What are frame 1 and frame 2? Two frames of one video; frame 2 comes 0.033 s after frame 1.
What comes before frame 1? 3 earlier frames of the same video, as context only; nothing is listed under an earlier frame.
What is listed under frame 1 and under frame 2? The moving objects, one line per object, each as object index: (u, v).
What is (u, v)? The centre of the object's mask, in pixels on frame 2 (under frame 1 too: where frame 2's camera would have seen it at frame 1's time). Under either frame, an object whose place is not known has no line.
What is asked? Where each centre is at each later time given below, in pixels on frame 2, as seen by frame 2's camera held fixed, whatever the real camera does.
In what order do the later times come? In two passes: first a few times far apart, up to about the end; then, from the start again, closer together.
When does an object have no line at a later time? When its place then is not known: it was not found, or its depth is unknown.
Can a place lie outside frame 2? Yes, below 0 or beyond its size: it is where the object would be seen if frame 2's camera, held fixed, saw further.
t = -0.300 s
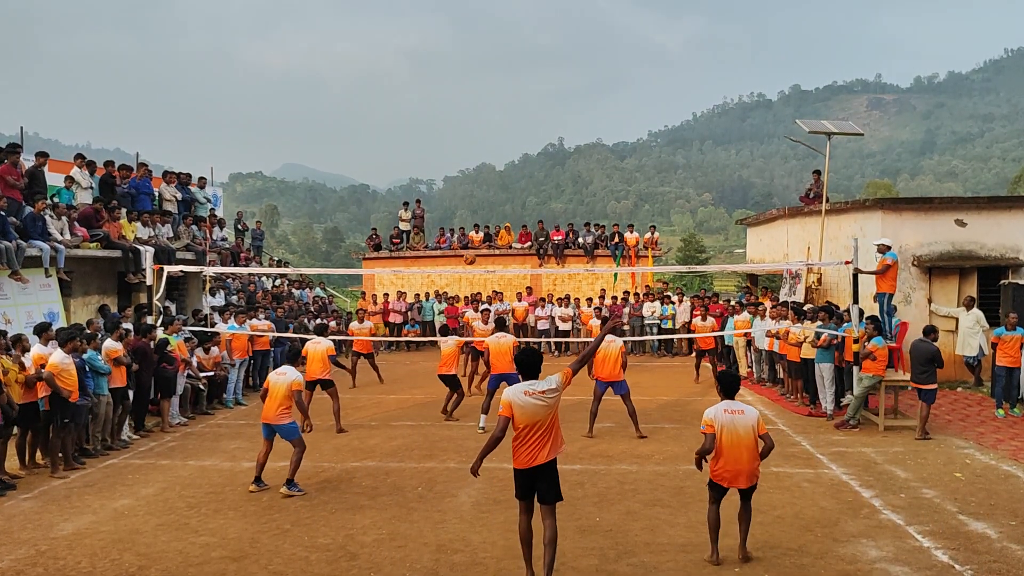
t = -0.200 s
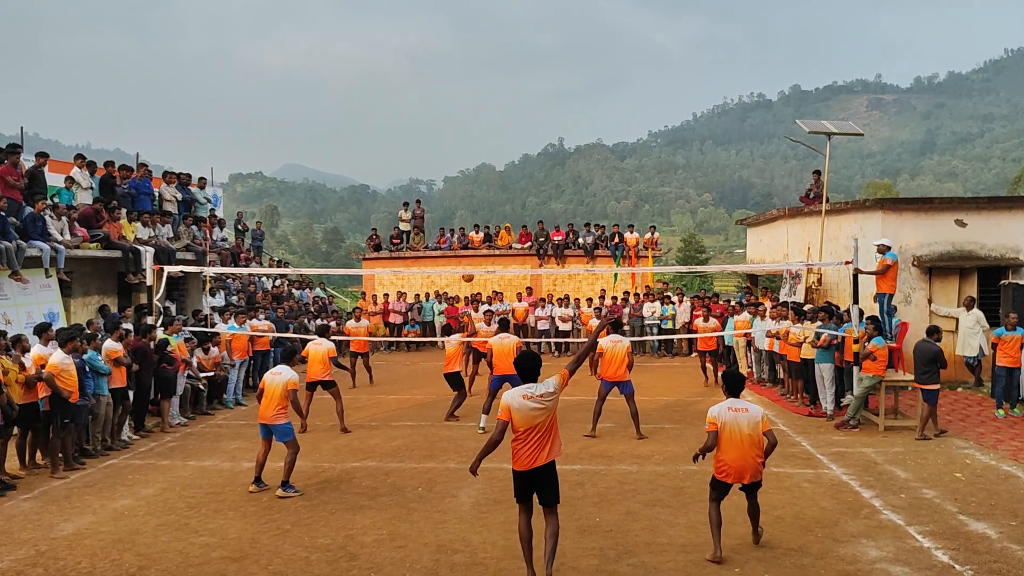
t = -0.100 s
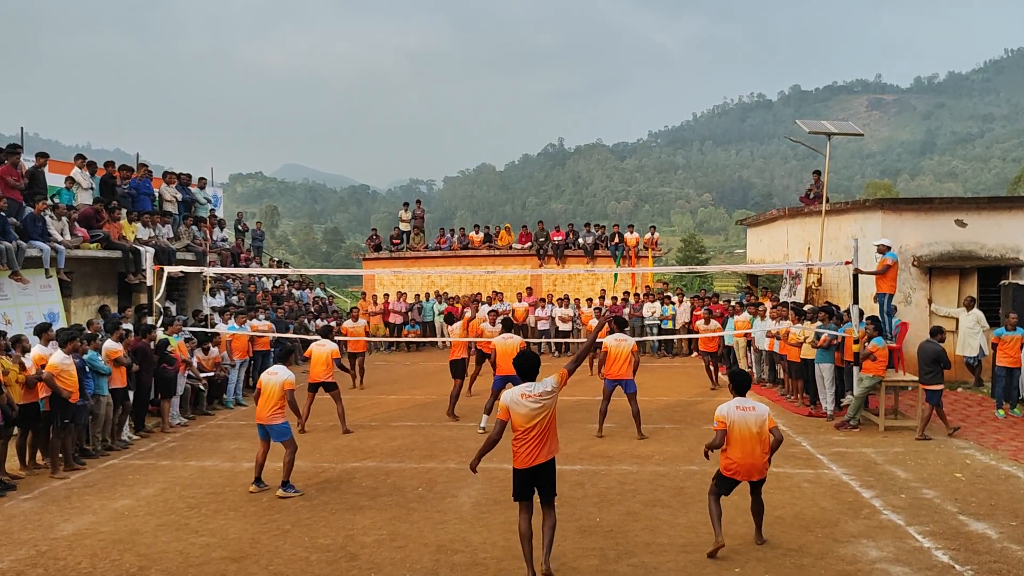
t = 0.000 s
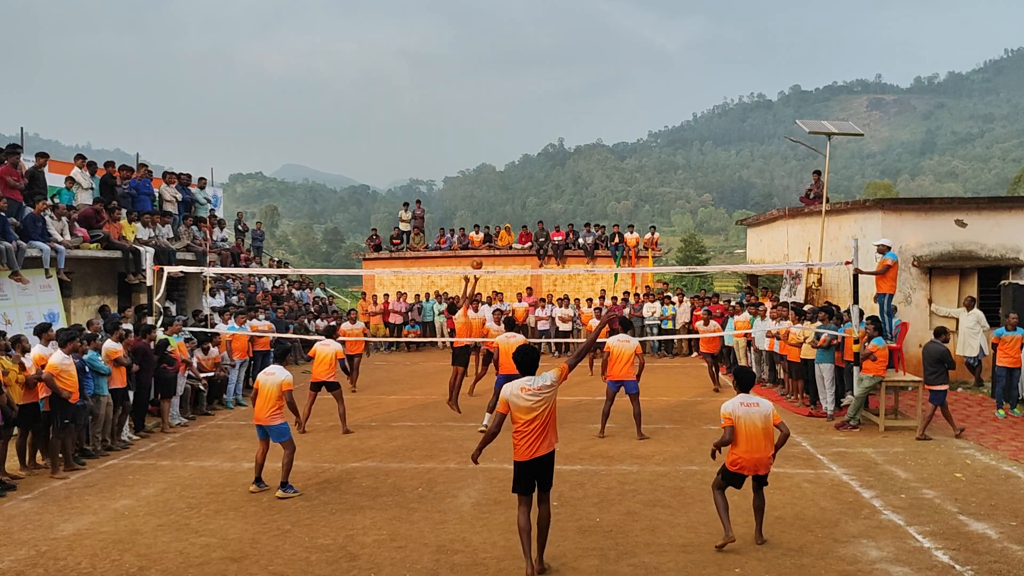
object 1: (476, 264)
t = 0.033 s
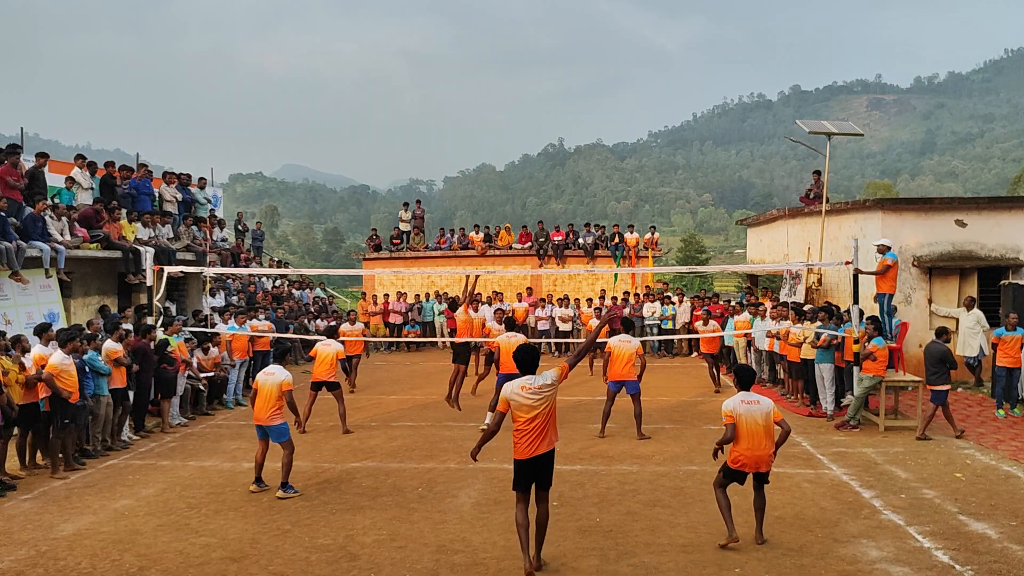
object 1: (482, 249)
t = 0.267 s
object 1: (517, 159)
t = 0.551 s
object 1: (557, 94)
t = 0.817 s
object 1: (594, 76)
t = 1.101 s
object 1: (634, 104)
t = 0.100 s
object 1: (492, 220)
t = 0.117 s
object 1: (494, 213)
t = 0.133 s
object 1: (496, 206)
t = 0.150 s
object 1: (499, 200)
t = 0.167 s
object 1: (502, 194)
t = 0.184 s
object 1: (504, 187)
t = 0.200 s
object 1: (506, 182)
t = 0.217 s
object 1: (509, 176)
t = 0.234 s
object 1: (512, 170)
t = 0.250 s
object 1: (514, 165)
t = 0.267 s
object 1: (517, 159)
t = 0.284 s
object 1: (519, 154)
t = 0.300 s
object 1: (522, 149)
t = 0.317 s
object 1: (524, 144)
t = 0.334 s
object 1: (526, 139)
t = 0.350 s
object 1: (529, 135)
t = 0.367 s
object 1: (531, 131)
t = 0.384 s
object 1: (534, 126)
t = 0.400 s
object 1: (537, 122)
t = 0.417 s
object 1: (538, 119)
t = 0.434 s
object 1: (541, 115)
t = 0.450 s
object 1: (543, 111)
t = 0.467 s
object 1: (546, 107)
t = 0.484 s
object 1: (549, 104)
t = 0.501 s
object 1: (551, 102)
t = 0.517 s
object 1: (553, 99)
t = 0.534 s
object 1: (555, 96)
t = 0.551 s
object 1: (557, 94)
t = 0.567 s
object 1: (559, 91)
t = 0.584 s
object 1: (562, 89)
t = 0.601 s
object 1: (565, 87)
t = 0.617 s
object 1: (567, 85)
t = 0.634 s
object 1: (570, 83)
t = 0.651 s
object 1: (571, 82)
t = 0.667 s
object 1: (574, 81)
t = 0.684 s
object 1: (576, 79)
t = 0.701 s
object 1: (578, 79)
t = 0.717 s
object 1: (581, 78)
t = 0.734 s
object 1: (583, 77)
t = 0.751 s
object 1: (585, 77)
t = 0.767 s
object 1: (587, 76)
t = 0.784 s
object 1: (590, 76)
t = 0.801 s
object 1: (592, 75)
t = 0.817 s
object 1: (594, 76)
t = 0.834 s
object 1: (596, 77)
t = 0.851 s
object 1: (599, 77)
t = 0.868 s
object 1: (602, 78)
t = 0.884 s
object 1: (604, 79)
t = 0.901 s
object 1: (606, 79)
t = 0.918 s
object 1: (608, 81)
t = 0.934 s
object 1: (611, 81)
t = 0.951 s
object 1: (613, 83)
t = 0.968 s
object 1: (616, 84)
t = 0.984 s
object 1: (618, 87)
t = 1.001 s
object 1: (620, 89)
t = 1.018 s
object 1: (622, 91)
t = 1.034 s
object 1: (624, 94)
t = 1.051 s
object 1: (627, 96)
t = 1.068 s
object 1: (629, 98)
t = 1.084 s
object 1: (632, 101)
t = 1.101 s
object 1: (634, 104)
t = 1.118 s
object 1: (637, 107)
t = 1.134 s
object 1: (639, 111)
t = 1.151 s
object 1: (641, 114)
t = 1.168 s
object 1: (643, 118)
